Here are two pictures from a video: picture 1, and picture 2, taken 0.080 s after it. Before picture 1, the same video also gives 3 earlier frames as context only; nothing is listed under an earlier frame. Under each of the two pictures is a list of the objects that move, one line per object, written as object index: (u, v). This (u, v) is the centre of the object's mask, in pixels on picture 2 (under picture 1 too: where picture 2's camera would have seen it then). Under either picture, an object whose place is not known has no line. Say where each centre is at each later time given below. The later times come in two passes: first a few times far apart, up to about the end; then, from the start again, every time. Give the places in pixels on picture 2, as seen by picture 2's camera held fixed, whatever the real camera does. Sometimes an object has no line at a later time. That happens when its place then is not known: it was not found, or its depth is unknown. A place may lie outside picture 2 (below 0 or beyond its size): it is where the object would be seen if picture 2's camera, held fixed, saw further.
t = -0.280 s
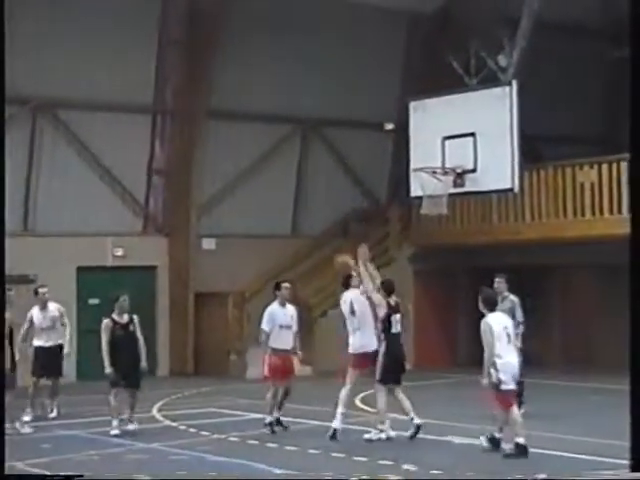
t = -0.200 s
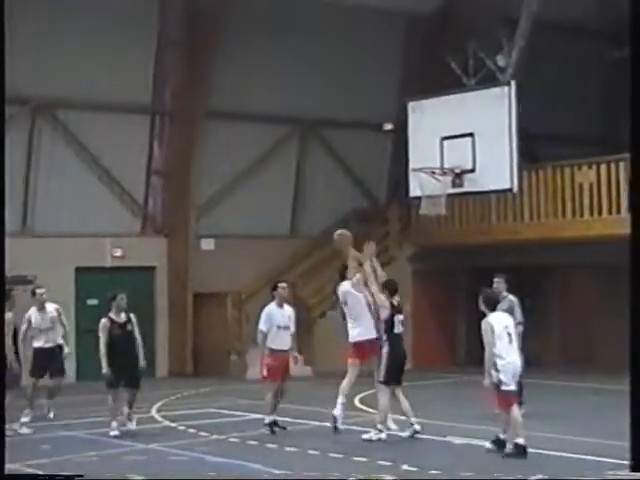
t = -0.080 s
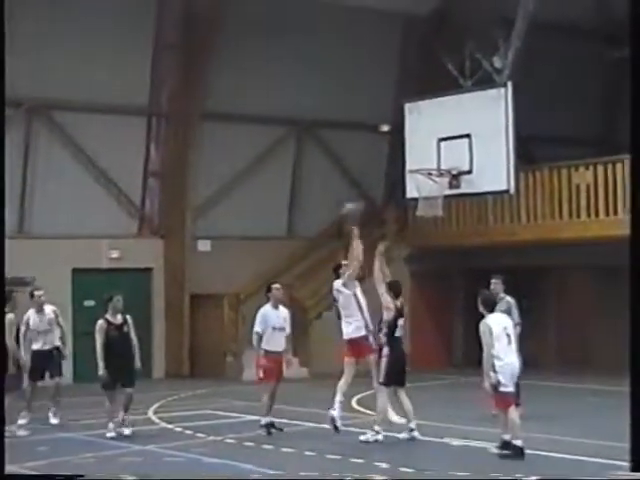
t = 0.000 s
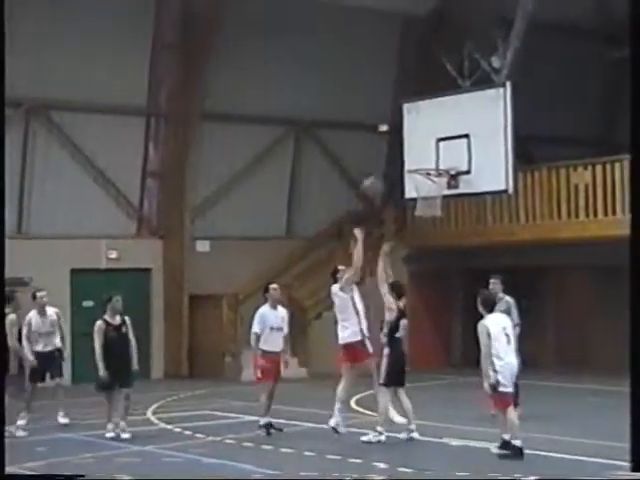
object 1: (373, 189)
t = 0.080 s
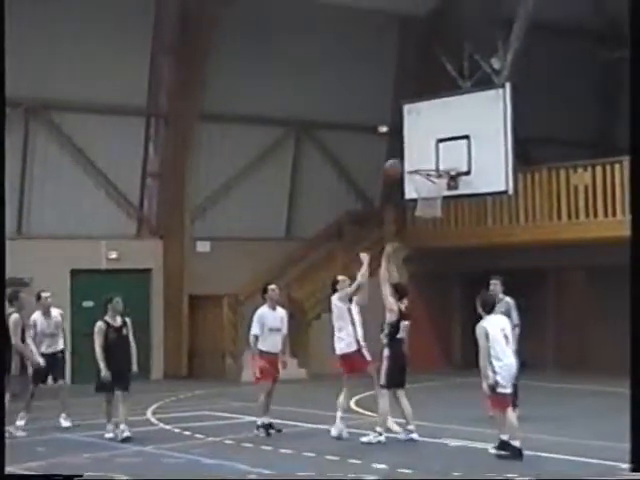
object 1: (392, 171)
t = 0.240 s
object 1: (439, 146)
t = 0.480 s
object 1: (437, 159)
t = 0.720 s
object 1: (424, 159)
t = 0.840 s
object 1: (419, 169)
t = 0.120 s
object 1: (404, 162)
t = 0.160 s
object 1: (417, 156)
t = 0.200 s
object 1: (428, 150)
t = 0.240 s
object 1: (439, 146)
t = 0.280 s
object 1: (438, 146)
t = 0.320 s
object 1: (439, 147)
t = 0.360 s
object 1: (439, 149)
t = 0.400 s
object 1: (439, 153)
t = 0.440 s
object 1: (439, 158)
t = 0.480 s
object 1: (437, 159)
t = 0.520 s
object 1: (434, 157)
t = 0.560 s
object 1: (432, 156)
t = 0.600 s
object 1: (430, 156)
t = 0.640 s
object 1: (427, 158)
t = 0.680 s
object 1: (426, 159)
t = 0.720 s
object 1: (424, 159)
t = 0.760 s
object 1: (422, 161)
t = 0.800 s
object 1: (421, 164)
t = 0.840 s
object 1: (419, 169)
